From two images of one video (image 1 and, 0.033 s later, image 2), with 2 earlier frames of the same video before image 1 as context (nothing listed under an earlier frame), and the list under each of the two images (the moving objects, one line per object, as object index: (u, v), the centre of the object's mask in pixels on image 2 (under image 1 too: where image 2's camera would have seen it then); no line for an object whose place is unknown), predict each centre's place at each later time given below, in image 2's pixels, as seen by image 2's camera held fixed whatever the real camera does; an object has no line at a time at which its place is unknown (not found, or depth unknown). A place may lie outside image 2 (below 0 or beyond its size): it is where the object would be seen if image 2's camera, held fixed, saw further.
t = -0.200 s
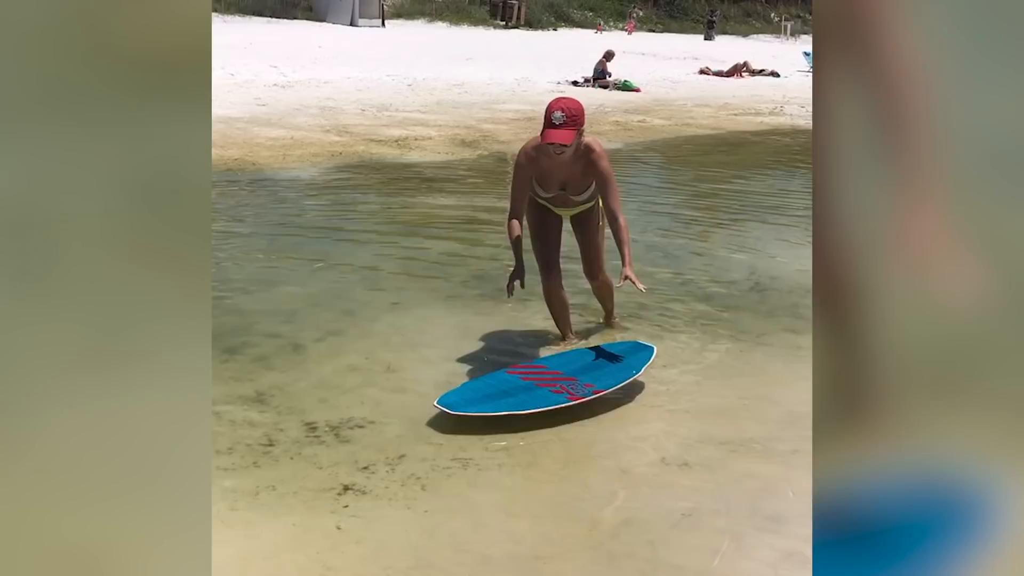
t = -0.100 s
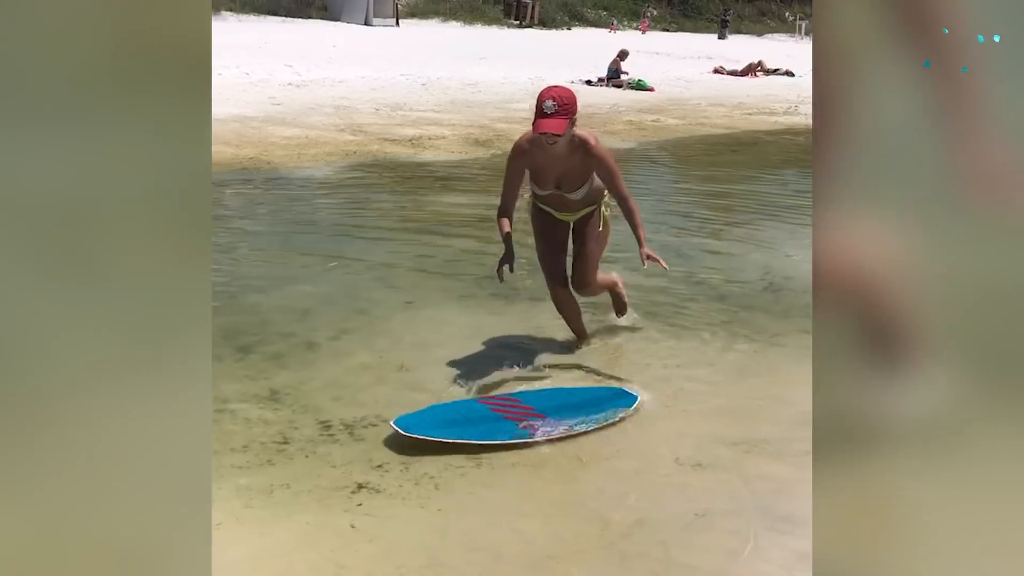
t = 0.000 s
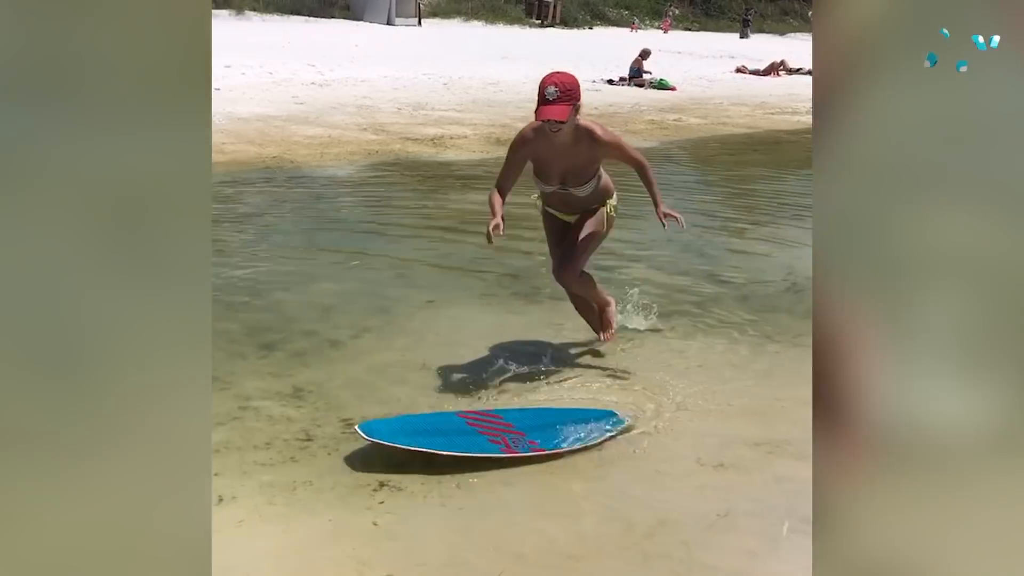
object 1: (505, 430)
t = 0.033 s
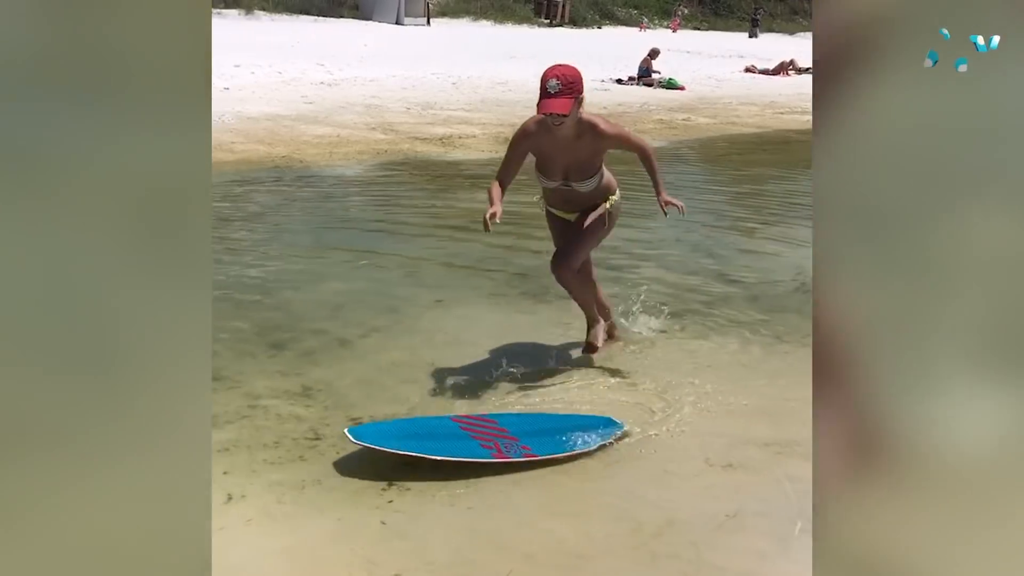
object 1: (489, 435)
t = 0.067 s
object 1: (474, 442)
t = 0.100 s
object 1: (458, 448)
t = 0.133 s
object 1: (442, 455)
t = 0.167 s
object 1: (426, 462)
